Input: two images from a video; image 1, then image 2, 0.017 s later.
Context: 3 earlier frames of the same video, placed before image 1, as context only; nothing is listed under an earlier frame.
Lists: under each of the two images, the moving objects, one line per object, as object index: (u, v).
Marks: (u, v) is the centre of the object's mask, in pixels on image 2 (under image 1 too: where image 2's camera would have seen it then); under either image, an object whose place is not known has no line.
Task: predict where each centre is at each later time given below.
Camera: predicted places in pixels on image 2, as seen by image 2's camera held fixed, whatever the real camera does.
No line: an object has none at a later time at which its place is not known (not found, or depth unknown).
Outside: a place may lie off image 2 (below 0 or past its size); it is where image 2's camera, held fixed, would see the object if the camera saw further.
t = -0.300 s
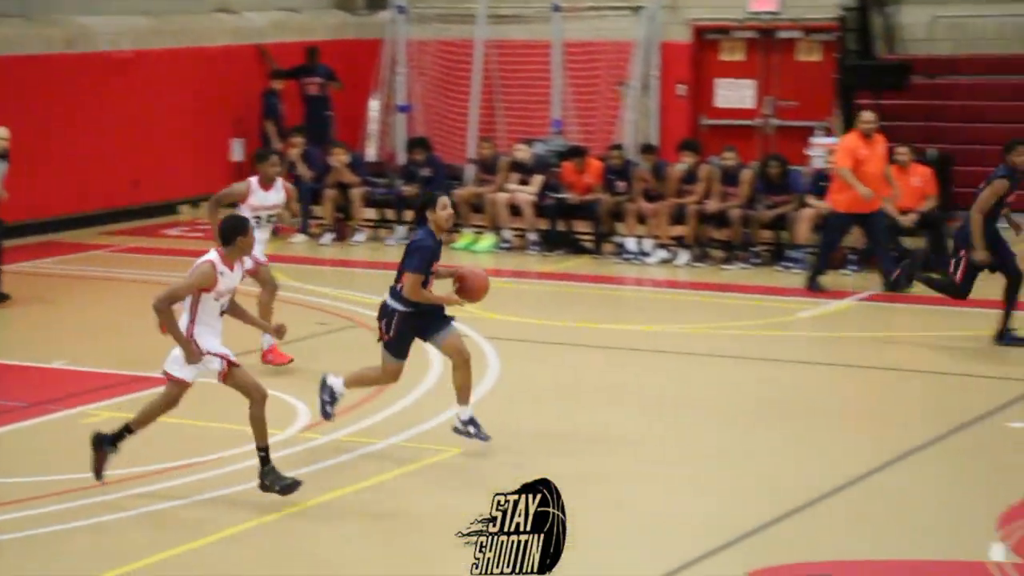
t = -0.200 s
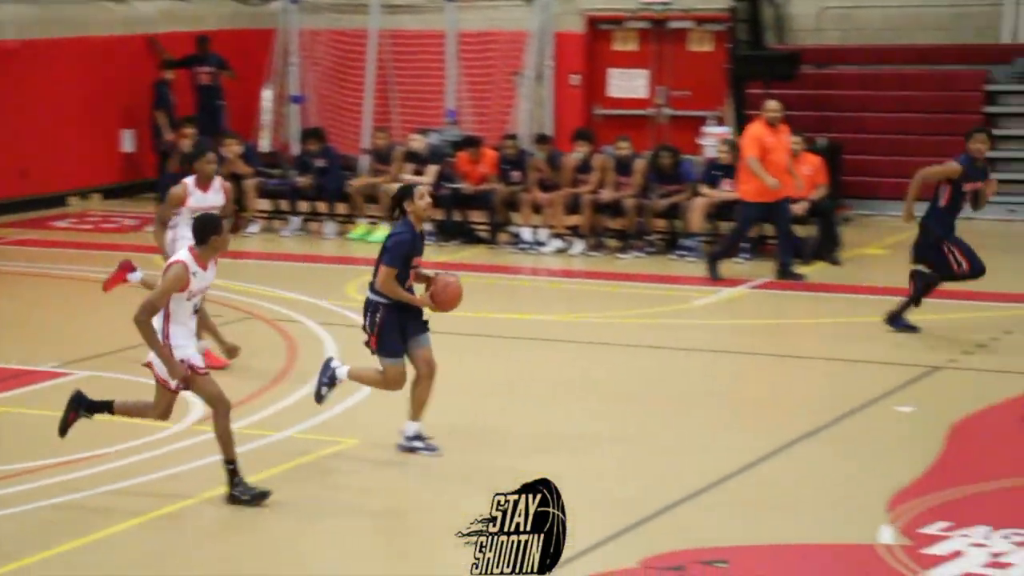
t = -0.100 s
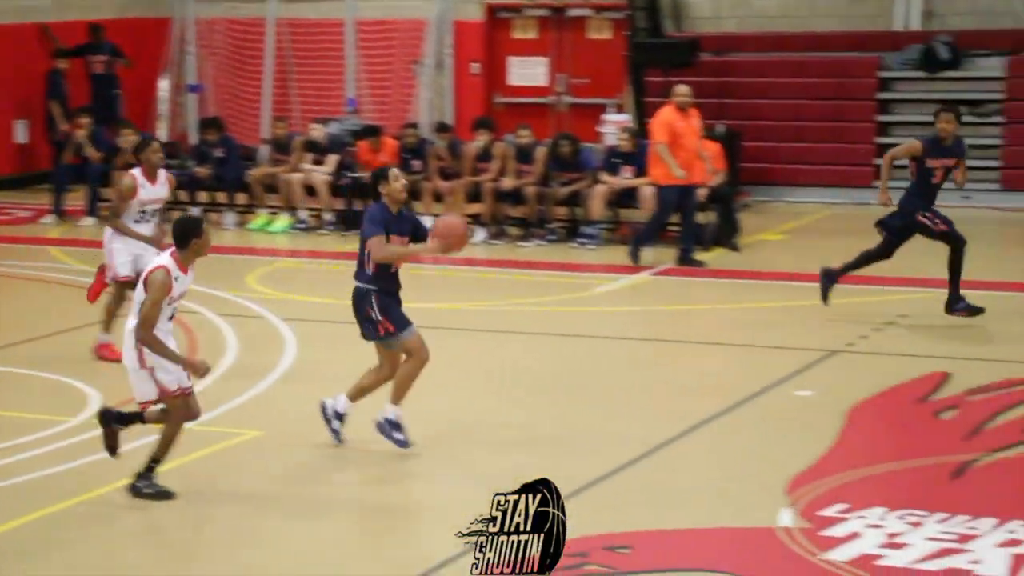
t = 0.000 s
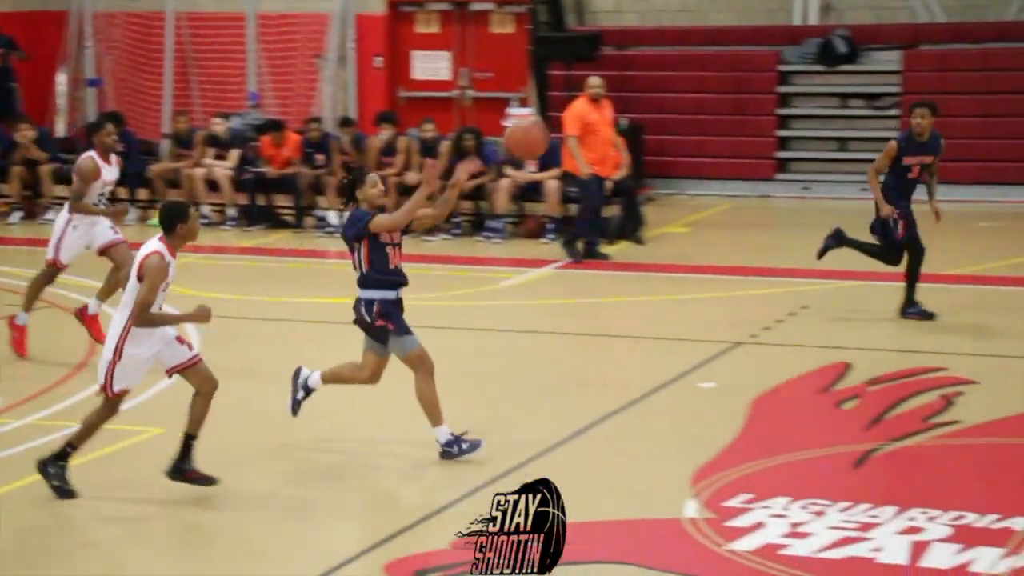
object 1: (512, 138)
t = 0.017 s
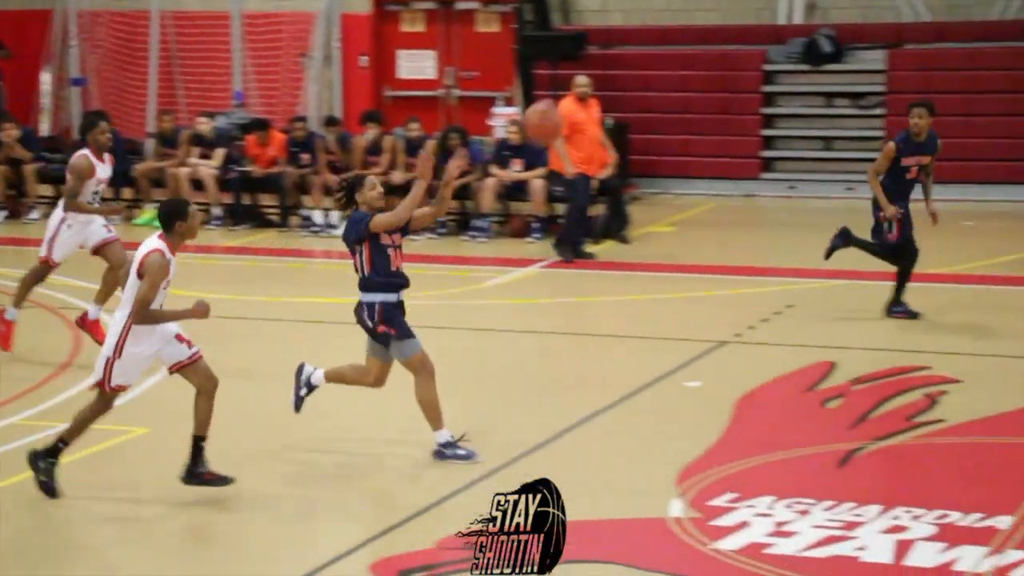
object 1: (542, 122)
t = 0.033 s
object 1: (575, 107)
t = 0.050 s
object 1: (610, 92)
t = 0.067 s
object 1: (640, 78)
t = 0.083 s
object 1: (672, 65)
